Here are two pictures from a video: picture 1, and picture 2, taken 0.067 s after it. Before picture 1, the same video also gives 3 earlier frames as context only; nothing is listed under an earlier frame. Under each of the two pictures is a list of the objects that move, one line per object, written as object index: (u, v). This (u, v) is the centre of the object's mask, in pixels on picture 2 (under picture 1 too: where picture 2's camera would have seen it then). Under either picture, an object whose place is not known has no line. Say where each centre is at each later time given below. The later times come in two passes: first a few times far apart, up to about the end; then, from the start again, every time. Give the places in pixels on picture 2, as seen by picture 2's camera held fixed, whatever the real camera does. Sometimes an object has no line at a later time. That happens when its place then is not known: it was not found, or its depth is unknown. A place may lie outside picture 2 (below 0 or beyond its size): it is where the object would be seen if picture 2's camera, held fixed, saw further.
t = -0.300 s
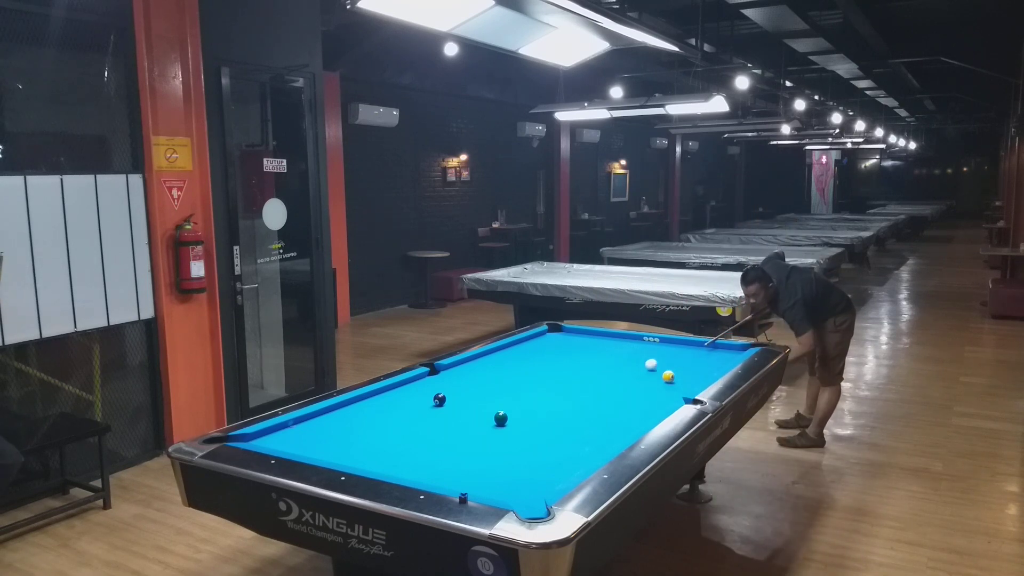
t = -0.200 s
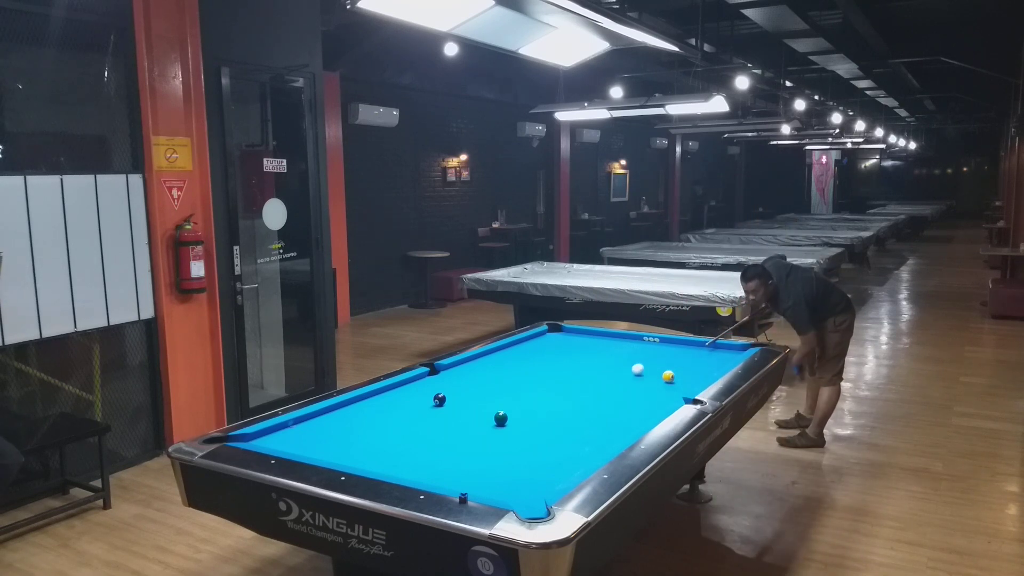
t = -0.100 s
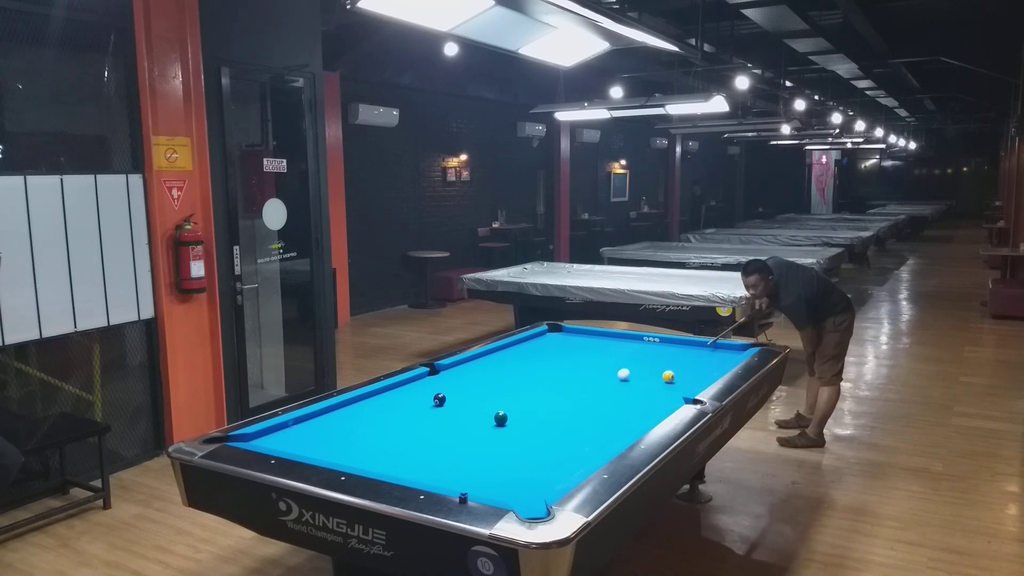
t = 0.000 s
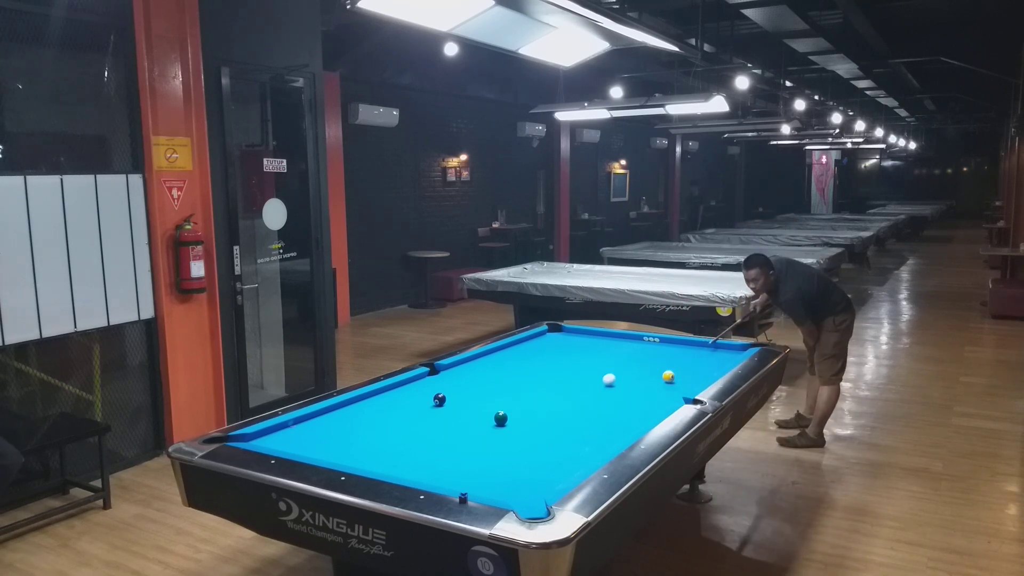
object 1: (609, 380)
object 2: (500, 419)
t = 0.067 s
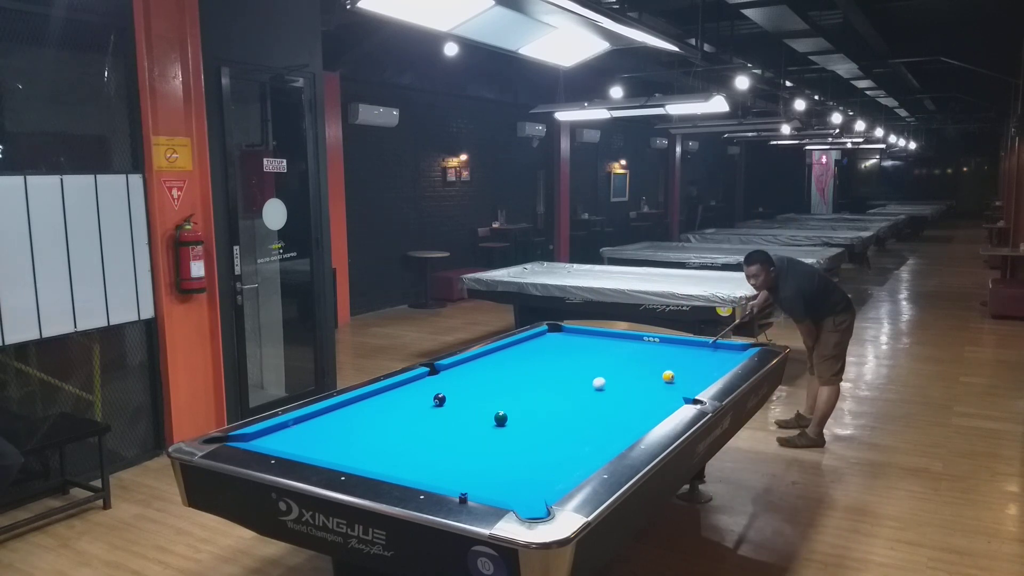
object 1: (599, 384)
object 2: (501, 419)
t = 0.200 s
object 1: (578, 391)
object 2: (501, 418)
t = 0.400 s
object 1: (544, 404)
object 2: (500, 419)
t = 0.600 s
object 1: (514, 417)
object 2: (493, 420)
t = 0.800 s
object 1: (513, 423)
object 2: (457, 429)
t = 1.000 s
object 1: (512, 430)
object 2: (423, 436)
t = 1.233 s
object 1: (509, 438)
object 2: (382, 445)
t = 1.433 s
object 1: (507, 445)
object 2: (346, 453)
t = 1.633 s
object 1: (505, 453)
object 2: (321, 454)
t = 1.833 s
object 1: (503, 460)
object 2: (328, 451)
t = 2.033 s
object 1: (501, 467)
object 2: (336, 444)
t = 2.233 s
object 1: (498, 474)
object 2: (342, 438)
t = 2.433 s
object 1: (496, 481)
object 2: (348, 433)
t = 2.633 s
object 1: (493, 488)
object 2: (353, 428)
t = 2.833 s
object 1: (491, 492)
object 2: (358, 424)
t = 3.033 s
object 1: (496, 493)
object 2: (363, 420)
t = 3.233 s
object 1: (503, 493)
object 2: (367, 416)
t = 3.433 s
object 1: (509, 493)
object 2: (371, 413)
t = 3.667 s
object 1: (515, 491)
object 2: (375, 410)
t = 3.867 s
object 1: (519, 490)
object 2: (378, 407)
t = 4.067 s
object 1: (523, 490)
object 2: (381, 405)
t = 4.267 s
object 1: (525, 489)
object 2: (383, 403)
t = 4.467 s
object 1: (526, 489)
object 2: (385, 402)
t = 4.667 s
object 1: (527, 489)
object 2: (386, 400)
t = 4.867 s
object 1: (527, 489)
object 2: (388, 399)
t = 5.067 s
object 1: (527, 489)
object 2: (389, 398)
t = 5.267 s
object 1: (528, 489)
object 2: (389, 398)
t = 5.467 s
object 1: (528, 489)
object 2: (390, 397)
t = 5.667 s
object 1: (528, 489)
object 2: (391, 397)
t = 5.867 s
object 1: (528, 489)
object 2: (391, 397)
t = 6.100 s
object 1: (528, 489)
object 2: (391, 397)
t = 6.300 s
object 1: (528, 489)
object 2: (391, 397)
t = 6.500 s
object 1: (528, 489)
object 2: (391, 397)
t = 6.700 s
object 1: (528, 489)
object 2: (391, 397)
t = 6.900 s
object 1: (528, 489)
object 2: (391, 397)
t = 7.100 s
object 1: (528, 489)
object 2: (391, 397)
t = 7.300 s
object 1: (528, 489)
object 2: (391, 397)
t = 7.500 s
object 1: (528, 489)
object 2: (391, 397)
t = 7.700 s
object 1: (528, 489)
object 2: (391, 397)
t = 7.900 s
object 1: (528, 489)
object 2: (391, 397)
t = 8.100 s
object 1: (528, 489)
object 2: (391, 397)
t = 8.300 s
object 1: (528, 489)
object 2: (391, 397)
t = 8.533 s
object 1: (528, 489)
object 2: (391, 397)
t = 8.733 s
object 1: (528, 489)
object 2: (391, 397)
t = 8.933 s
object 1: (528, 489)
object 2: (391, 397)
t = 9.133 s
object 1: (528, 489)
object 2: (391, 397)
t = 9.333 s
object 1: (528, 489)
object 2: (391, 397)
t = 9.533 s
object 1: (528, 489)
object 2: (391, 397)
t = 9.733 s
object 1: (528, 489)
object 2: (391, 397)
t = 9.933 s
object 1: (528, 489)
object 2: (391, 397)
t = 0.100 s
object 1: (594, 385)
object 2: (500, 419)
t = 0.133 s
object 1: (588, 387)
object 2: (500, 419)
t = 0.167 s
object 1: (583, 389)
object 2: (501, 419)
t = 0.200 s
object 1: (578, 391)
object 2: (501, 418)
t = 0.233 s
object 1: (572, 393)
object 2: (500, 419)
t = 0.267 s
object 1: (567, 395)
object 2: (501, 419)
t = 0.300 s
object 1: (561, 398)
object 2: (500, 419)
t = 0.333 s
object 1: (555, 400)
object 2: (500, 419)
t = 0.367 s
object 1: (550, 402)
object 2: (500, 419)
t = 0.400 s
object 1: (544, 404)
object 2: (500, 419)
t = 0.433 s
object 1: (538, 406)
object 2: (500, 419)
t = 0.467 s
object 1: (532, 409)
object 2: (500, 419)
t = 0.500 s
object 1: (525, 411)
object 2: (500, 419)
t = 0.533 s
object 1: (519, 413)
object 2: (500, 419)
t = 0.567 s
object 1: (513, 416)
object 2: (500, 419)
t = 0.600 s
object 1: (514, 417)
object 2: (493, 420)
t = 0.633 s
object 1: (514, 418)
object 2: (486, 422)
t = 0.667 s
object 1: (514, 419)
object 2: (479, 423)
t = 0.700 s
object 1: (514, 420)
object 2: (473, 425)
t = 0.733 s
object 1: (514, 421)
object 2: (468, 426)
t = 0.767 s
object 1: (514, 422)
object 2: (462, 427)
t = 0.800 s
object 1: (513, 423)
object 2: (457, 429)
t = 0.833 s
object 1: (513, 425)
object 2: (451, 430)
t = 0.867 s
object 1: (513, 426)
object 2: (446, 431)
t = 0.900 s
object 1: (512, 427)
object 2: (440, 432)
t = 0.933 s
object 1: (512, 428)
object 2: (434, 433)
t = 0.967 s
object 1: (512, 429)
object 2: (429, 435)
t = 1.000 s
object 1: (512, 430)
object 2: (423, 436)
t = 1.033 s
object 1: (511, 431)
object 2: (417, 437)
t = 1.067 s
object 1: (511, 433)
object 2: (411, 439)
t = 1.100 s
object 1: (511, 434)
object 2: (406, 440)
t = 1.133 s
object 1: (510, 435)
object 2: (400, 441)
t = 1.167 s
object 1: (510, 436)
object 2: (394, 443)
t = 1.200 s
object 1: (510, 437)
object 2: (388, 444)
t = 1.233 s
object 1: (509, 438)
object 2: (382, 445)
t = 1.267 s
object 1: (509, 440)
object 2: (377, 447)
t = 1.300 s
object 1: (509, 441)
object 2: (370, 448)
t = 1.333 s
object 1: (508, 442)
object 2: (364, 449)
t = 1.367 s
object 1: (508, 443)
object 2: (358, 451)
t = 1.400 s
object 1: (508, 444)
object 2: (352, 452)
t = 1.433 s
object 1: (507, 445)
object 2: (346, 453)
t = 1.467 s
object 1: (507, 447)
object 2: (340, 455)
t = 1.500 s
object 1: (507, 448)
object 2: (334, 455)
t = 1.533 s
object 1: (506, 449)
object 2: (328, 455)
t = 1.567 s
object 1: (506, 450)
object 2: (322, 455)
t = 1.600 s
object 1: (506, 451)
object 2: (319, 455)
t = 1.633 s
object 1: (505, 453)
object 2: (321, 454)
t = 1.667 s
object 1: (505, 454)
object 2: (322, 454)
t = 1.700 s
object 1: (505, 455)
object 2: (323, 454)
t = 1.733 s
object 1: (504, 456)
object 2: (325, 453)
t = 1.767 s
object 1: (504, 457)
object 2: (326, 452)
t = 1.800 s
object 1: (503, 458)
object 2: (327, 452)
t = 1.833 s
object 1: (503, 460)
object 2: (328, 451)
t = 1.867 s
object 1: (503, 461)
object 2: (330, 450)
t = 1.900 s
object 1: (502, 462)
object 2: (331, 448)
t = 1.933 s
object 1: (502, 463)
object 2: (332, 447)
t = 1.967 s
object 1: (501, 465)
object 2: (333, 446)
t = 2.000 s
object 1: (501, 466)
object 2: (334, 445)
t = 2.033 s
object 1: (501, 467)
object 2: (336, 444)
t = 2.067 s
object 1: (500, 468)
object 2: (337, 443)
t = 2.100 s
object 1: (500, 469)
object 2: (338, 442)
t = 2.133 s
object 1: (499, 471)
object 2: (339, 441)
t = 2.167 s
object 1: (499, 472)
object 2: (340, 440)
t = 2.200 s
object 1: (499, 473)
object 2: (341, 439)
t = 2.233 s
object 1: (498, 474)
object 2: (342, 438)
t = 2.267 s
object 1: (498, 475)
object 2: (343, 437)
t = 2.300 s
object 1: (497, 476)
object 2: (344, 436)
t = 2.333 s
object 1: (497, 477)
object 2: (345, 436)
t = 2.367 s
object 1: (497, 479)
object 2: (346, 435)
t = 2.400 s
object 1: (496, 480)
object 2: (347, 434)
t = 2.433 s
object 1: (496, 481)
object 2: (348, 433)
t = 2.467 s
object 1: (495, 482)
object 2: (349, 432)
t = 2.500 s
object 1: (495, 483)
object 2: (350, 431)
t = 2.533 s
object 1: (495, 485)
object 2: (351, 430)
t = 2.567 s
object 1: (494, 486)
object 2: (352, 430)
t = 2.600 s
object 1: (494, 487)
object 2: (353, 429)
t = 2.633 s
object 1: (493, 488)
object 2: (353, 428)
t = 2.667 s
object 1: (493, 489)
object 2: (354, 427)
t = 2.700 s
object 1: (493, 489)
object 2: (355, 427)
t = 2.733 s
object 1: (492, 490)
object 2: (356, 426)
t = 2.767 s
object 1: (492, 491)
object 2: (357, 425)
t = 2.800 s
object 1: (492, 491)
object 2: (358, 424)
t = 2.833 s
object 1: (491, 492)
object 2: (358, 424)
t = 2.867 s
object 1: (491, 493)
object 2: (359, 423)
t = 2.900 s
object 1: (491, 493)
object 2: (360, 422)
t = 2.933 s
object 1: (492, 493)
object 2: (361, 422)
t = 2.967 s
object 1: (493, 493)
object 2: (361, 421)
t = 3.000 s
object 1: (495, 493)
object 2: (362, 420)
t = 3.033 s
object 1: (496, 493)
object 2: (363, 420)
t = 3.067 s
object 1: (497, 493)
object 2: (364, 419)
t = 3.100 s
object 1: (498, 493)
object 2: (364, 419)
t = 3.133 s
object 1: (500, 493)
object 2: (365, 418)
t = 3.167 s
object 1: (501, 493)
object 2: (366, 417)
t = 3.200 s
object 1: (502, 493)
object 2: (366, 417)
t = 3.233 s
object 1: (503, 493)
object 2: (367, 416)
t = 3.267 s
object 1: (504, 493)
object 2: (368, 416)
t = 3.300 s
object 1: (505, 493)
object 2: (368, 415)
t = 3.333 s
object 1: (506, 493)
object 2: (369, 415)
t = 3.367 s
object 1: (507, 493)
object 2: (370, 414)
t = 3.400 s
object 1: (508, 493)
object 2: (370, 414)
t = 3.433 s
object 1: (509, 493)
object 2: (371, 413)
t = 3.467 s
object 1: (510, 492)
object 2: (371, 413)
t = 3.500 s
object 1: (511, 492)
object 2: (372, 412)
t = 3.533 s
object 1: (512, 492)
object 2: (373, 412)
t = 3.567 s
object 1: (513, 492)
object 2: (373, 411)
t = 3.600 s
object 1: (514, 491)
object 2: (374, 411)
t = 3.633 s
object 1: (514, 491)
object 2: (374, 410)
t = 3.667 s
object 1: (515, 491)
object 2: (375, 410)
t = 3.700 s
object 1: (516, 491)
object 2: (375, 409)
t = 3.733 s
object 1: (517, 491)
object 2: (376, 409)
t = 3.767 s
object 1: (517, 491)
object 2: (376, 408)
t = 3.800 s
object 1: (518, 490)
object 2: (377, 408)
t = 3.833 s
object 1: (519, 490)
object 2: (377, 408)
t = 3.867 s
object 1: (519, 490)
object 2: (378, 407)
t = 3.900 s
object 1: (520, 490)
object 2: (378, 407)
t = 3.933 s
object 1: (521, 490)
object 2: (379, 407)
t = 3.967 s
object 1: (521, 490)
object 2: (379, 406)
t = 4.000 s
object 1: (522, 490)
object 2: (380, 406)
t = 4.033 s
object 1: (522, 490)
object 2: (380, 406)
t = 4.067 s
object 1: (523, 490)
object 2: (381, 405)
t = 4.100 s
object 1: (523, 489)
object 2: (381, 405)
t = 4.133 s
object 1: (524, 489)
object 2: (381, 405)
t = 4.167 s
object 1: (524, 489)
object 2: (382, 404)
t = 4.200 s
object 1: (524, 489)
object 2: (382, 404)
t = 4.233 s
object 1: (525, 489)
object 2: (382, 404)
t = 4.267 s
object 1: (525, 489)
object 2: (383, 403)
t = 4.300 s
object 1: (525, 489)
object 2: (383, 403)
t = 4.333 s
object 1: (525, 489)
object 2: (383, 403)
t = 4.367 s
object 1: (526, 489)
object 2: (384, 402)
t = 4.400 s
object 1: (526, 489)
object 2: (384, 402)
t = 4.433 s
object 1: (526, 489)
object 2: (385, 402)
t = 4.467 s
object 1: (526, 489)
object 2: (385, 402)
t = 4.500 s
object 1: (526, 489)
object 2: (385, 401)
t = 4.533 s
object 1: (526, 489)
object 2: (385, 401)
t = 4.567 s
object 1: (526, 489)
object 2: (386, 401)
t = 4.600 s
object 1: (526, 489)
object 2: (386, 401)
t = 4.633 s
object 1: (526, 489)
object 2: (386, 401)
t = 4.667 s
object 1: (527, 489)
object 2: (386, 400)
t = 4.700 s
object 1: (527, 489)
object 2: (387, 400)
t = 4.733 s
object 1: (527, 489)
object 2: (387, 400)
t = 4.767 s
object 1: (527, 489)
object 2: (387, 400)
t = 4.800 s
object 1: (527, 489)
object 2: (387, 400)
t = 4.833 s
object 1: (527, 489)
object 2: (388, 400)
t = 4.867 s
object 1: (527, 489)
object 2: (388, 399)
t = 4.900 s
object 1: (527, 489)
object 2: (388, 399)
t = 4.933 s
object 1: (527, 489)
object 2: (388, 399)
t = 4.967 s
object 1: (527, 489)
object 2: (388, 399)
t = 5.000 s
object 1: (527, 489)
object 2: (389, 399)
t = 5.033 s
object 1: (527, 489)
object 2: (389, 399)
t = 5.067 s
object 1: (527, 489)
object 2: (389, 398)
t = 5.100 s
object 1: (527, 489)
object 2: (389, 398)
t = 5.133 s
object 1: (528, 489)
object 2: (389, 398)
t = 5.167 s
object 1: (528, 489)
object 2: (389, 398)
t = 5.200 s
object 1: (528, 489)
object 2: (389, 398)
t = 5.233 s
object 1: (528, 489)
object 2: (389, 398)
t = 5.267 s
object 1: (528, 489)
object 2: (389, 398)
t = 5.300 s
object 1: (528, 489)
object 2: (389, 398)
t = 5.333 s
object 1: (528, 489)
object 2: (390, 398)
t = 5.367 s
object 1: (528, 489)
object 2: (390, 398)
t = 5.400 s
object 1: (528, 489)
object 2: (390, 398)
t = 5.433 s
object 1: (528, 489)
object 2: (390, 398)
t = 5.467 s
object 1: (528, 489)
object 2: (390, 397)
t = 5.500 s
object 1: (528, 489)
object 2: (390, 397)
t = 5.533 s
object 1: (528, 489)
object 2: (390, 397)
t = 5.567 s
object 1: (528, 489)
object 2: (391, 397)
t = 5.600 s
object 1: (528, 489)
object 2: (391, 397)
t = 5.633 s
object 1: (528, 489)
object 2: (391, 397)
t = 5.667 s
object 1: (528, 489)
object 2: (391, 397)
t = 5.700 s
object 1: (528, 489)
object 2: (391, 397)
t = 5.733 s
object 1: (528, 489)
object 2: (391, 397)
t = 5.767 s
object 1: (528, 489)
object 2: (391, 397)
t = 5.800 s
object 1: (528, 489)
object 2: (391, 397)
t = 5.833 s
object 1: (528, 489)
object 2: (391, 397)
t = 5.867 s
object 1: (528, 489)
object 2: (391, 397)
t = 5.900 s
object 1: (528, 489)
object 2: (391, 397)
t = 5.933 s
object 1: (528, 489)
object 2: (391, 397)
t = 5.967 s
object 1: (528, 489)
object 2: (391, 397)
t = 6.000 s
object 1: (528, 489)
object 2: (391, 397)
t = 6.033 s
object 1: (528, 489)
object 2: (391, 397)
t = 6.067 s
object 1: (528, 489)
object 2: (391, 397)
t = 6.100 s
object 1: (528, 489)
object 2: (391, 397)
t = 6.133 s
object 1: (528, 489)
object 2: (391, 397)
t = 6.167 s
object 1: (528, 489)
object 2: (391, 397)
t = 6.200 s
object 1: (528, 489)
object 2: (391, 397)
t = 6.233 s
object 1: (528, 489)
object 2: (391, 397)
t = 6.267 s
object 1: (528, 489)
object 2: (391, 397)
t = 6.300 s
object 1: (528, 489)
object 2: (391, 397)
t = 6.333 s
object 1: (528, 489)
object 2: (391, 397)
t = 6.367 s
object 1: (528, 489)
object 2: (391, 397)
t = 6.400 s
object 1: (528, 489)
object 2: (391, 397)
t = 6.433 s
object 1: (528, 489)
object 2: (391, 397)
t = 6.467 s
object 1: (528, 489)
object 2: (391, 397)
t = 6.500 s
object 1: (528, 489)
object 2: (391, 397)
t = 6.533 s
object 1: (528, 489)
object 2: (391, 397)
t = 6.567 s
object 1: (528, 489)
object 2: (391, 397)
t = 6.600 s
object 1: (528, 489)
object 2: (391, 397)
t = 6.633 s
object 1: (528, 489)
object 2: (391, 397)
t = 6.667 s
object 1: (528, 489)
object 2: (391, 397)
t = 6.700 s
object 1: (528, 489)
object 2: (391, 397)
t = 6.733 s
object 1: (528, 489)
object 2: (391, 397)
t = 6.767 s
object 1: (528, 489)
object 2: (391, 397)
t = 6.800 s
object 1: (528, 489)
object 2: (391, 397)
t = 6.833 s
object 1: (528, 489)
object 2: (391, 397)
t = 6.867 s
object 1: (528, 489)
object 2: (391, 397)
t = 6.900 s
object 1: (528, 489)
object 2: (391, 397)
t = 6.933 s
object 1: (528, 489)
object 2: (391, 397)
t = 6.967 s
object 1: (528, 489)
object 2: (391, 397)
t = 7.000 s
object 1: (528, 489)
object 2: (391, 397)
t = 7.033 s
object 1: (528, 489)
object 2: (391, 397)
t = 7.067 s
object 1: (528, 489)
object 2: (391, 397)
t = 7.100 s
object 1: (528, 489)
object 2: (391, 397)
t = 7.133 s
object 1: (528, 489)
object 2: (391, 397)
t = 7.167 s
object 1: (528, 489)
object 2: (391, 397)
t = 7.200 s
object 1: (528, 489)
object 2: (391, 397)
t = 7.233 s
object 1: (528, 489)
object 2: (391, 397)
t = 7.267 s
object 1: (528, 489)
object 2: (391, 397)
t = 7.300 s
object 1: (528, 489)
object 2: (391, 397)
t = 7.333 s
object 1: (528, 489)
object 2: (391, 397)
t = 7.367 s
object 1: (528, 489)
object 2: (391, 397)
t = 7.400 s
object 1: (528, 489)
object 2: (391, 397)
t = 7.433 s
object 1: (528, 489)
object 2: (391, 397)
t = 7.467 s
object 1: (528, 489)
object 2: (391, 397)
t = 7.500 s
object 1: (528, 489)
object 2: (391, 397)
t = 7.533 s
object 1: (528, 489)
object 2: (391, 397)
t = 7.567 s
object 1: (528, 489)
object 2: (391, 397)
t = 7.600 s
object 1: (528, 489)
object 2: (391, 397)
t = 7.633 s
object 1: (528, 489)
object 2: (391, 397)
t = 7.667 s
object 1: (528, 489)
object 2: (391, 397)
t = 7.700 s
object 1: (528, 489)
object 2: (391, 397)
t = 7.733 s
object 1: (528, 489)
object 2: (391, 397)
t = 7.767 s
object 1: (528, 489)
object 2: (391, 397)
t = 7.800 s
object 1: (528, 489)
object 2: (391, 397)
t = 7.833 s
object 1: (528, 489)
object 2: (391, 397)
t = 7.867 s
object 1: (528, 489)
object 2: (391, 397)
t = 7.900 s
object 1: (528, 489)
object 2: (391, 397)
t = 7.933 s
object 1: (528, 489)
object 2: (391, 397)
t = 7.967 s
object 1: (528, 489)
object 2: (391, 397)
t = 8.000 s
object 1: (528, 489)
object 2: (391, 397)
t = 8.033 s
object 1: (528, 489)
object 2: (391, 397)
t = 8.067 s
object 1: (528, 489)
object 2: (391, 397)
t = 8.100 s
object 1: (528, 489)
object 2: (391, 397)
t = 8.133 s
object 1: (528, 489)
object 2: (391, 397)
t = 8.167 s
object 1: (528, 489)
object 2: (391, 397)
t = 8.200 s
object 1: (528, 489)
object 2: (391, 397)
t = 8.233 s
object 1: (528, 489)
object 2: (391, 397)
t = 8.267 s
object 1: (528, 489)
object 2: (391, 397)
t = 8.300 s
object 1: (528, 489)
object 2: (391, 397)
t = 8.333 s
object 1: (528, 489)
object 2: (391, 397)
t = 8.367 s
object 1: (528, 489)
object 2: (391, 397)
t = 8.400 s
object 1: (528, 489)
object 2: (391, 397)
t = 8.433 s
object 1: (528, 489)
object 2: (391, 397)
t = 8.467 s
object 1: (528, 489)
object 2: (391, 397)
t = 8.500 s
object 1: (528, 489)
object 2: (391, 397)
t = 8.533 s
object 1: (528, 489)
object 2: (391, 397)
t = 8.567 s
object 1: (528, 489)
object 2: (391, 397)
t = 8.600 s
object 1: (528, 489)
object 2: (391, 397)
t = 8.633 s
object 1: (528, 489)
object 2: (391, 397)
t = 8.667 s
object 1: (528, 489)
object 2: (391, 397)
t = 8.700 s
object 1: (528, 489)
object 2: (391, 397)
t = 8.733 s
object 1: (528, 489)
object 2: (391, 397)
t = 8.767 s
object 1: (528, 489)
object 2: (391, 397)
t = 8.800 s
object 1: (528, 489)
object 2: (391, 397)
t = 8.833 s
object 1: (528, 489)
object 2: (391, 397)
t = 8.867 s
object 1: (528, 489)
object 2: (391, 397)
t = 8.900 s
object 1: (528, 489)
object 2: (391, 397)
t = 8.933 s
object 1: (528, 489)
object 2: (391, 397)
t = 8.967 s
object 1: (528, 489)
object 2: (391, 397)
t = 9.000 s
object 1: (528, 489)
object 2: (391, 397)
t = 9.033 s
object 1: (528, 489)
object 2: (391, 397)
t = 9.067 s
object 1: (528, 489)
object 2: (391, 397)
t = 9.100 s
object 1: (528, 489)
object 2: (391, 397)
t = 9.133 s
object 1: (528, 489)
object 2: (391, 397)
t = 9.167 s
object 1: (528, 489)
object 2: (391, 397)
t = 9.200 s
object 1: (528, 489)
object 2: (391, 397)
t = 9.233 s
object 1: (528, 489)
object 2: (391, 397)
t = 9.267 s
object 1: (528, 489)
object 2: (391, 397)
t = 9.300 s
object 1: (528, 489)
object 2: (391, 397)
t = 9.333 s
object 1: (528, 489)
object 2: (391, 397)
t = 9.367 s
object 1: (528, 489)
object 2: (391, 397)
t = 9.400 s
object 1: (528, 489)
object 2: (391, 397)
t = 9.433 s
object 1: (528, 489)
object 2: (391, 397)
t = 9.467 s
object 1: (528, 489)
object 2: (391, 397)
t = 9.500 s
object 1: (528, 489)
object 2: (391, 397)
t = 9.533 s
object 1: (528, 489)
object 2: (391, 397)
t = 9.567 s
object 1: (528, 489)
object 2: (391, 397)
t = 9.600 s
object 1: (528, 489)
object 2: (391, 397)
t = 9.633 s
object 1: (528, 489)
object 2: (391, 397)
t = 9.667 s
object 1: (528, 489)
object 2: (391, 397)
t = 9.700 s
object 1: (528, 489)
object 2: (391, 397)
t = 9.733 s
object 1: (528, 489)
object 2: (391, 397)
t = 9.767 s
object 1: (528, 489)
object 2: (391, 397)
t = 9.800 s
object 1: (528, 489)
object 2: (391, 397)
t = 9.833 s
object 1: (528, 489)
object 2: (391, 397)
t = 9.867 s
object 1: (528, 489)
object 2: (391, 397)
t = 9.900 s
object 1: (528, 489)
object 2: (391, 397)
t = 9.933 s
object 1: (528, 489)
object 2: (391, 397)
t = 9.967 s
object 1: (528, 489)
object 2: (391, 397)
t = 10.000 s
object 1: (528, 489)
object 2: (391, 397)
